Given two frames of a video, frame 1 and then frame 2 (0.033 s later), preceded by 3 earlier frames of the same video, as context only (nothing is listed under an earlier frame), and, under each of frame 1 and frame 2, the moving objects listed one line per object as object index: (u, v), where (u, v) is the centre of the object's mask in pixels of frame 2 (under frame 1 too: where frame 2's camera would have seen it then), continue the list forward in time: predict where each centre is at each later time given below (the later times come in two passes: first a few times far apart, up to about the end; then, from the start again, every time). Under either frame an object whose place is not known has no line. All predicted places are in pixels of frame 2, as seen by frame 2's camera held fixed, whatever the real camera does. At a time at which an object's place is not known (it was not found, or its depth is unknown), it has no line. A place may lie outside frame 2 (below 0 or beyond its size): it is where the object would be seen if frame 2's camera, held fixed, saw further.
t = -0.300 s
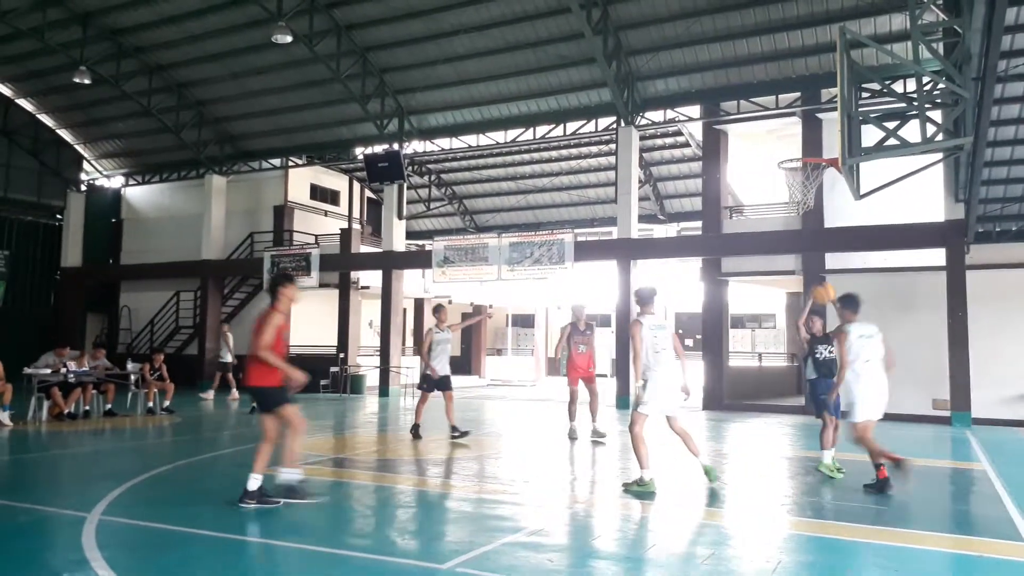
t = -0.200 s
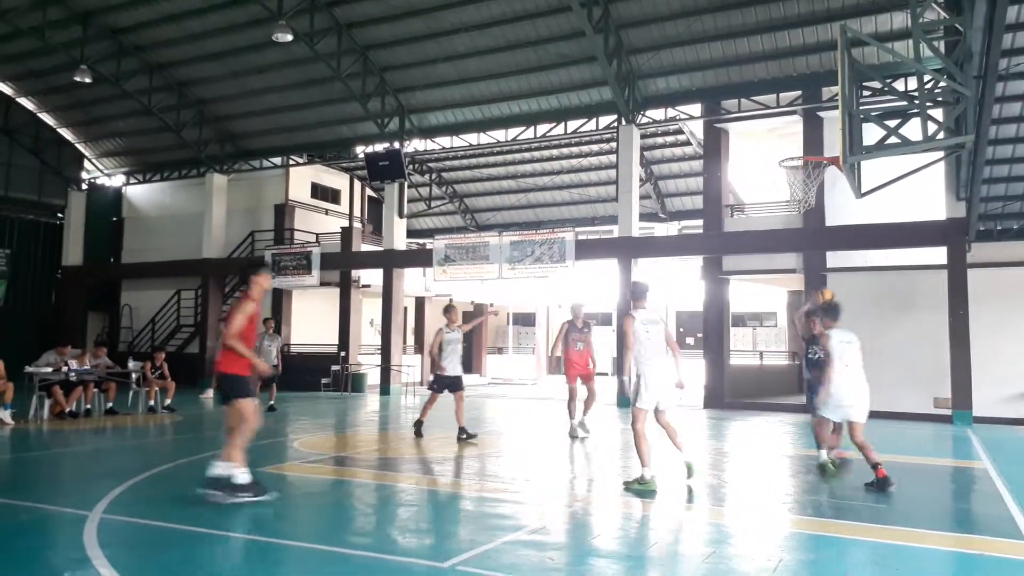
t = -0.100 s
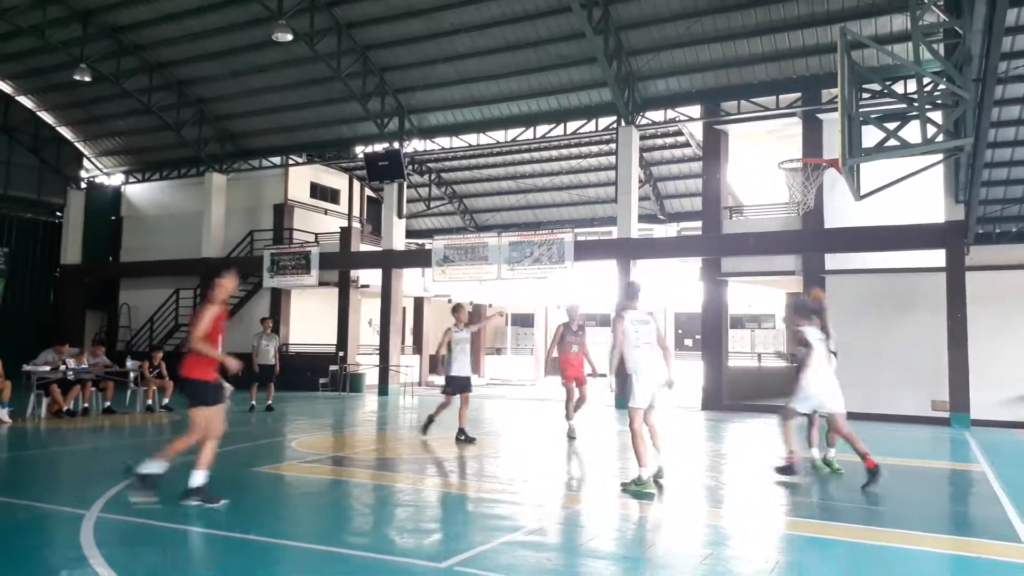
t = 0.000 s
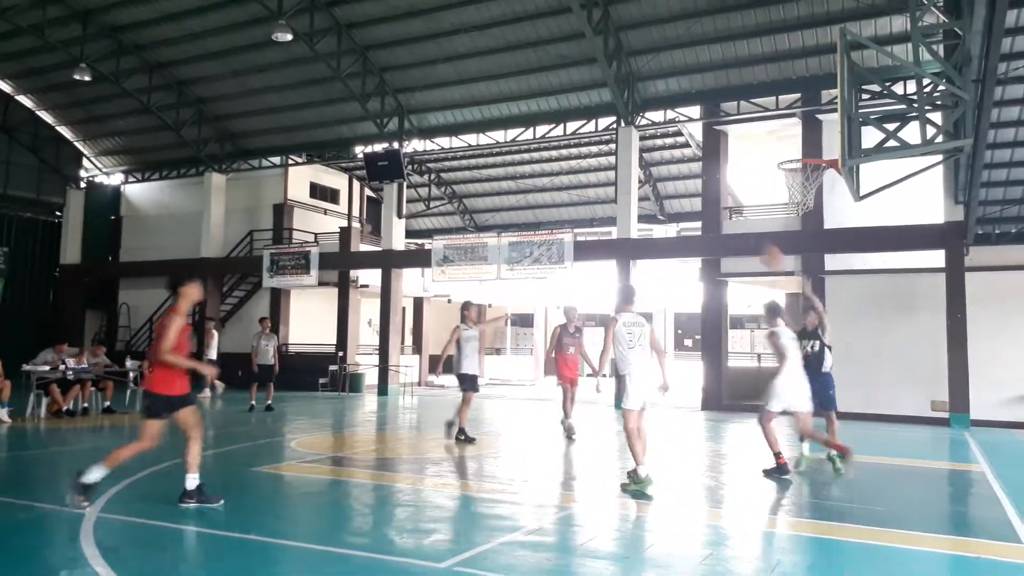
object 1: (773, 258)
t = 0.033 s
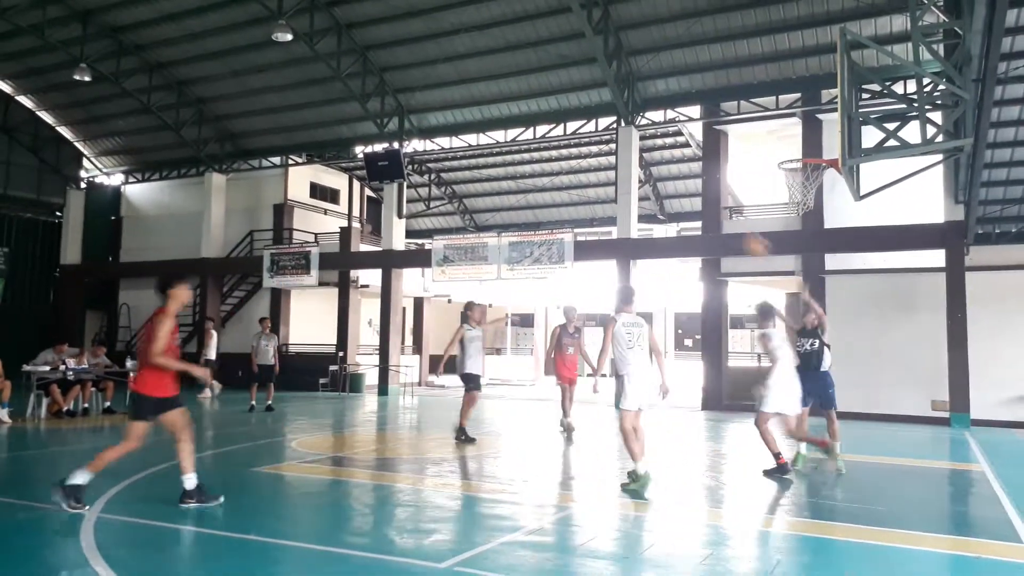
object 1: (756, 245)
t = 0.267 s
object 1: (622, 170)
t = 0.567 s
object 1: (405, 143)
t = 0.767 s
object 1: (225, 188)
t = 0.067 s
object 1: (739, 233)
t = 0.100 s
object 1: (718, 219)
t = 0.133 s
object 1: (704, 210)
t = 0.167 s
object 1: (682, 196)
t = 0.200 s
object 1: (662, 188)
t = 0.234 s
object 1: (644, 178)
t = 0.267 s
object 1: (622, 170)
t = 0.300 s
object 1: (601, 163)
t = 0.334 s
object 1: (578, 160)
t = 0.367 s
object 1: (558, 153)
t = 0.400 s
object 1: (533, 149)
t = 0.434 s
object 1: (510, 147)
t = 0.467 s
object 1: (486, 145)
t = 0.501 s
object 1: (459, 143)
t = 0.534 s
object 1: (433, 139)
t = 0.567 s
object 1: (405, 143)
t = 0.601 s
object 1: (381, 147)
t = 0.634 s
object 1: (347, 153)
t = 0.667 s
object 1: (324, 156)
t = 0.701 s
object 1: (289, 167)
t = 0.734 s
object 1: (258, 176)
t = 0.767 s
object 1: (225, 188)
